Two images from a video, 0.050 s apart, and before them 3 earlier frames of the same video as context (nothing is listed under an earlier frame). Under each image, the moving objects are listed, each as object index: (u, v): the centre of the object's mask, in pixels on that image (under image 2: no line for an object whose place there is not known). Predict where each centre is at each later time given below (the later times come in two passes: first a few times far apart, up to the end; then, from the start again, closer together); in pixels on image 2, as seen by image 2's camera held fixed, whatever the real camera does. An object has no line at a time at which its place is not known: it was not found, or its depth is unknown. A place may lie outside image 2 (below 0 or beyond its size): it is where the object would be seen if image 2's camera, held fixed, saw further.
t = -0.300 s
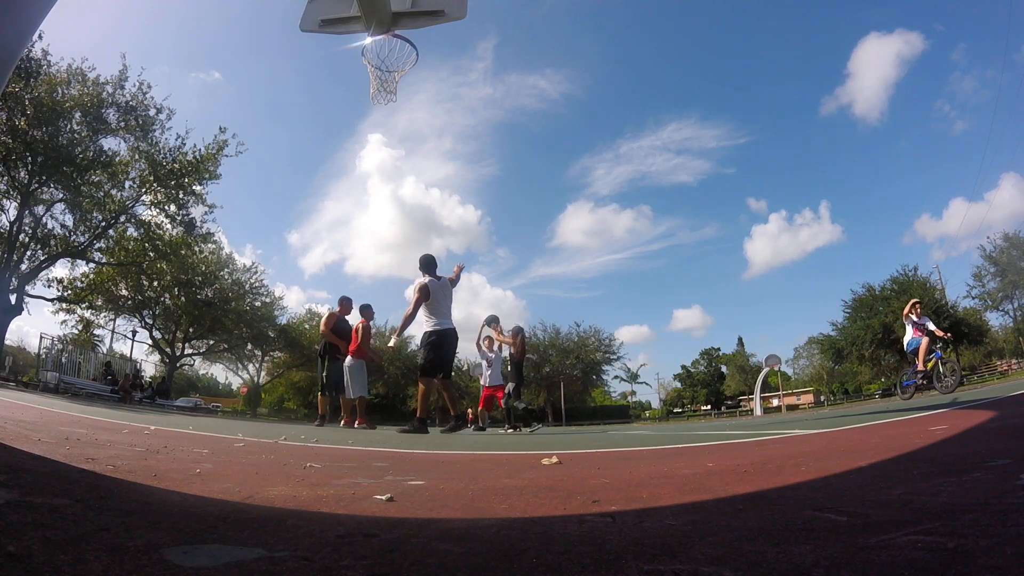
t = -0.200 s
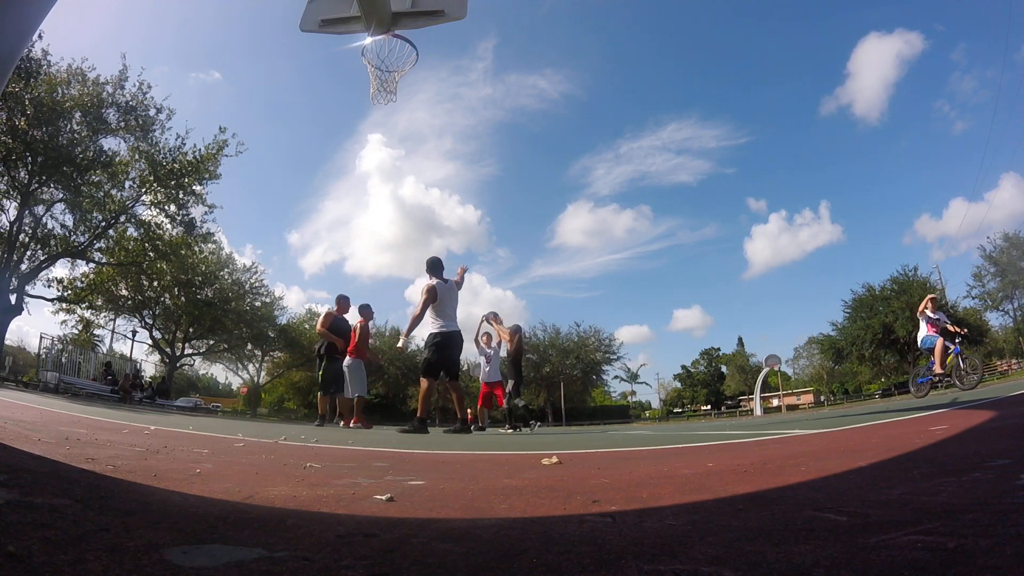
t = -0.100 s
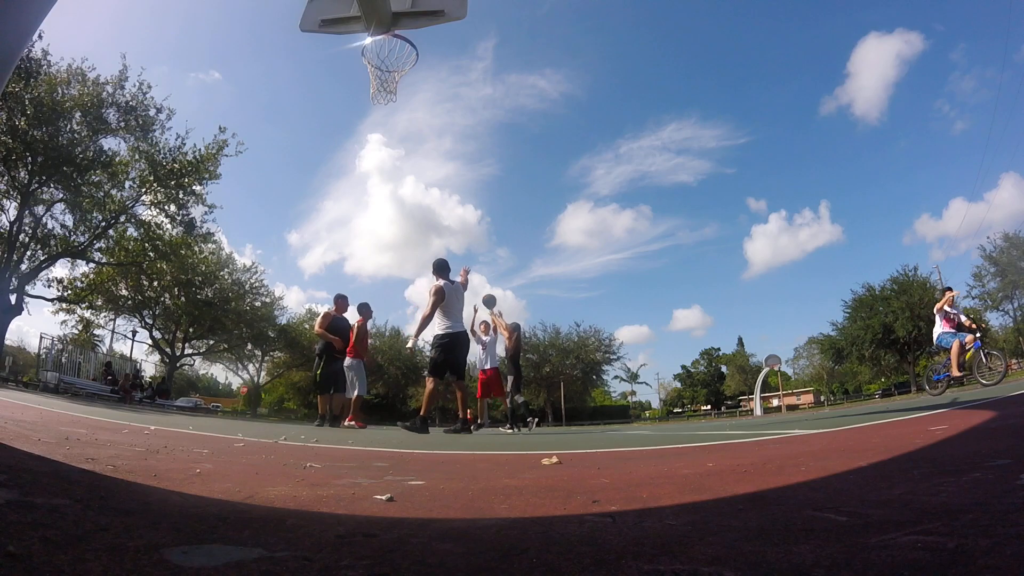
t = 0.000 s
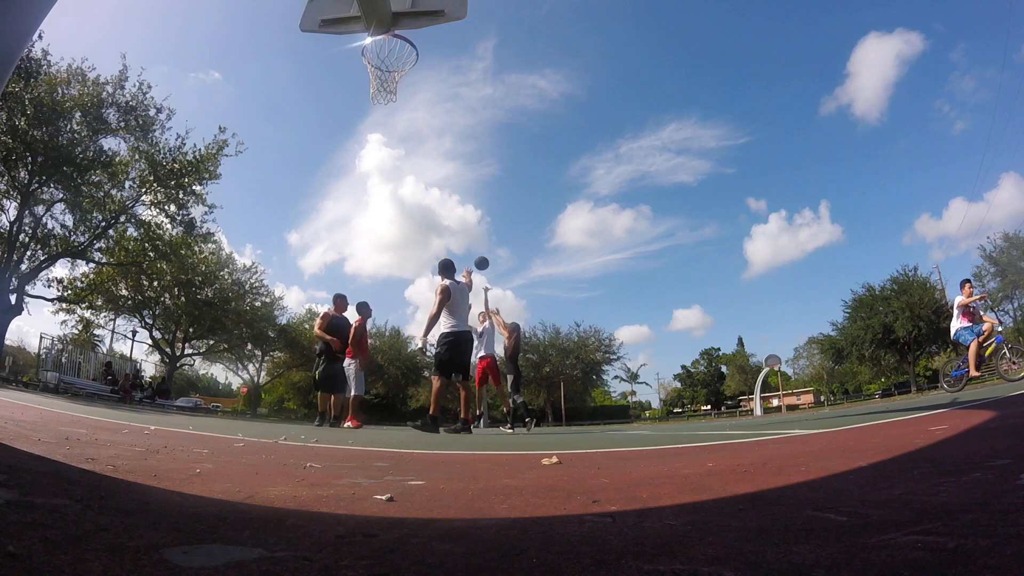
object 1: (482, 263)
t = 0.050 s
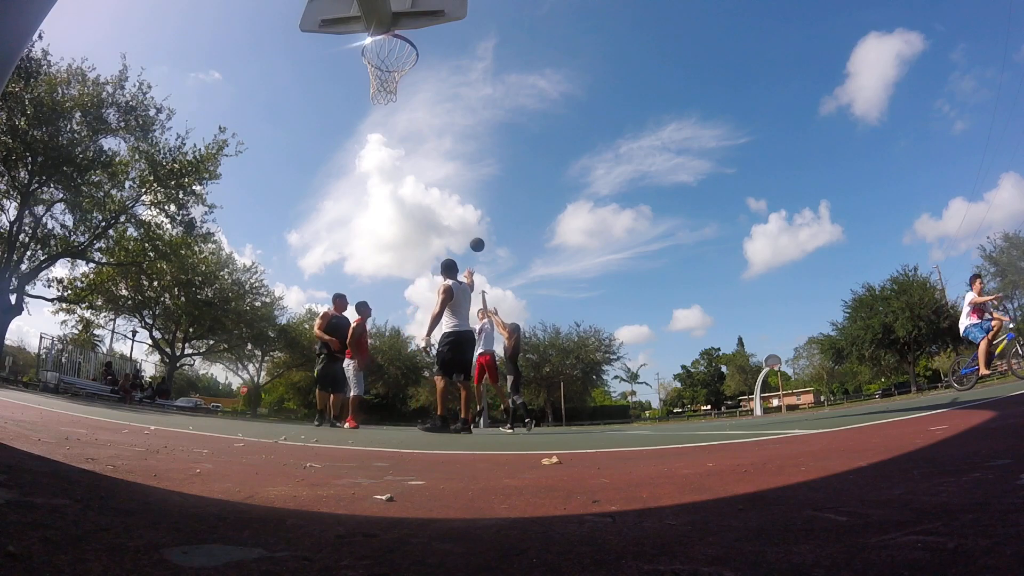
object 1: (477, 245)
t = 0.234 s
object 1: (460, 184)
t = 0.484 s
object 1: (431, 120)
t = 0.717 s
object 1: (400, 85)
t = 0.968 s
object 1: (326, 75)
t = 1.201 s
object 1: (196, 137)
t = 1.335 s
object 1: (58, 259)
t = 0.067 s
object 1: (476, 239)
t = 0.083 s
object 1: (474, 233)
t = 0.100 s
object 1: (473, 227)
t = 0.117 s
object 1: (471, 221)
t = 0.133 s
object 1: (470, 215)
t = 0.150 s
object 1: (468, 209)
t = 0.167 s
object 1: (466, 204)
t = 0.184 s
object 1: (465, 199)
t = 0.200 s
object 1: (463, 194)
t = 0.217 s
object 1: (461, 189)
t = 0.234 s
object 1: (460, 184)
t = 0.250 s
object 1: (458, 178)
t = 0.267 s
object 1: (456, 174)
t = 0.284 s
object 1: (455, 169)
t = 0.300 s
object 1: (453, 164)
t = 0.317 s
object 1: (451, 160)
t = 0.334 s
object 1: (449, 155)
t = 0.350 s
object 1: (448, 151)
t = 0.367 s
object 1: (446, 147)
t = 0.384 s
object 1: (444, 143)
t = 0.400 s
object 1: (442, 139)
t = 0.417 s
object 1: (440, 135)
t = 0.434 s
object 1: (438, 131)
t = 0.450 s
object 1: (436, 128)
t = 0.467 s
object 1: (433, 124)
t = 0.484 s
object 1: (431, 120)
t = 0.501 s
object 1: (429, 117)
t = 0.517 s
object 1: (426, 114)
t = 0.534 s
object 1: (424, 111)
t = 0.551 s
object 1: (422, 108)
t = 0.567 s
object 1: (419, 105)
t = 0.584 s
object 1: (417, 102)
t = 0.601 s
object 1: (414, 99)
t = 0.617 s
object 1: (411, 97)
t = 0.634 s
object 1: (408, 94)
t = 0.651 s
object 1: (406, 92)
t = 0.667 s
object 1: (404, 90)
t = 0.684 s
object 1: (403, 88)
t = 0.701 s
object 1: (402, 86)
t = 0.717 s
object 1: (400, 85)
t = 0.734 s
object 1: (398, 84)
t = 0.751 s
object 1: (387, 76)
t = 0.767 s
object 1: (380, 74)
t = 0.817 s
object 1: (365, 77)
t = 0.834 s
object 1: (363, 75)
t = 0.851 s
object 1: (360, 74)
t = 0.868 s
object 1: (357, 73)
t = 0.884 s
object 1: (353, 73)
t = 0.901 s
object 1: (348, 73)
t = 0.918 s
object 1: (343, 73)
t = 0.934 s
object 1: (337, 74)
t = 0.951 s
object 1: (332, 74)
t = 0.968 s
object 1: (326, 75)
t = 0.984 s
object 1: (319, 76)
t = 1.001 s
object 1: (313, 78)
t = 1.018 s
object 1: (306, 80)
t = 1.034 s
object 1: (298, 82)
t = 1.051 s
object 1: (290, 85)
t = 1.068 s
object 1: (282, 88)
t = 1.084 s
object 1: (274, 92)
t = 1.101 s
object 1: (264, 96)
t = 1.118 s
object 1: (255, 101)
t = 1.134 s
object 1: (244, 107)
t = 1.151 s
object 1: (233, 113)
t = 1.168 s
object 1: (222, 120)
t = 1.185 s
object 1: (209, 128)
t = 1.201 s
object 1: (196, 137)
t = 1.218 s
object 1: (182, 147)
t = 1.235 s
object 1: (167, 159)
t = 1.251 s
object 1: (151, 171)
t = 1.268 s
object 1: (134, 184)
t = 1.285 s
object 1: (116, 200)
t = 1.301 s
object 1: (97, 217)
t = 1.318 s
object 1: (78, 237)
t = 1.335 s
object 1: (58, 259)
